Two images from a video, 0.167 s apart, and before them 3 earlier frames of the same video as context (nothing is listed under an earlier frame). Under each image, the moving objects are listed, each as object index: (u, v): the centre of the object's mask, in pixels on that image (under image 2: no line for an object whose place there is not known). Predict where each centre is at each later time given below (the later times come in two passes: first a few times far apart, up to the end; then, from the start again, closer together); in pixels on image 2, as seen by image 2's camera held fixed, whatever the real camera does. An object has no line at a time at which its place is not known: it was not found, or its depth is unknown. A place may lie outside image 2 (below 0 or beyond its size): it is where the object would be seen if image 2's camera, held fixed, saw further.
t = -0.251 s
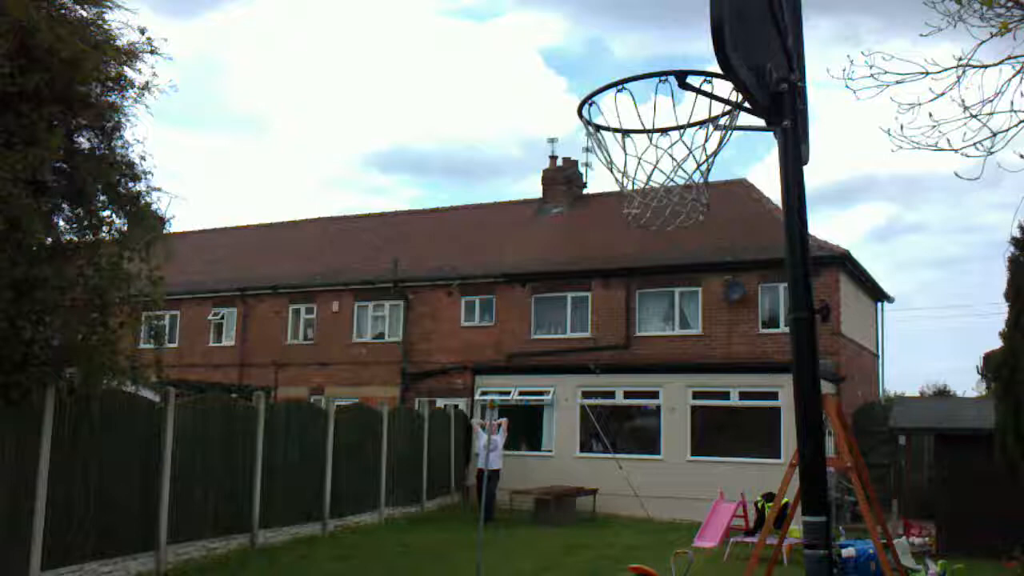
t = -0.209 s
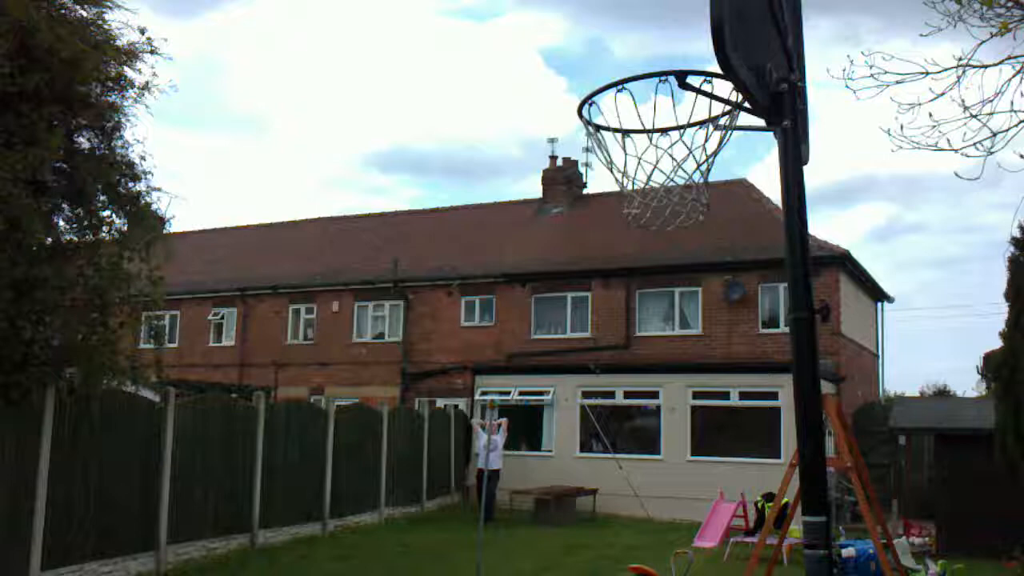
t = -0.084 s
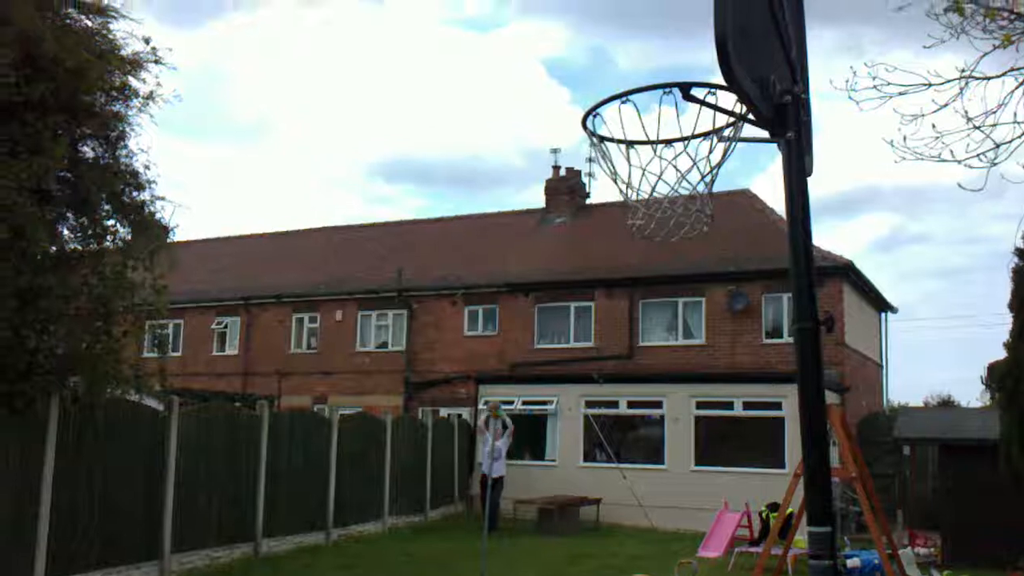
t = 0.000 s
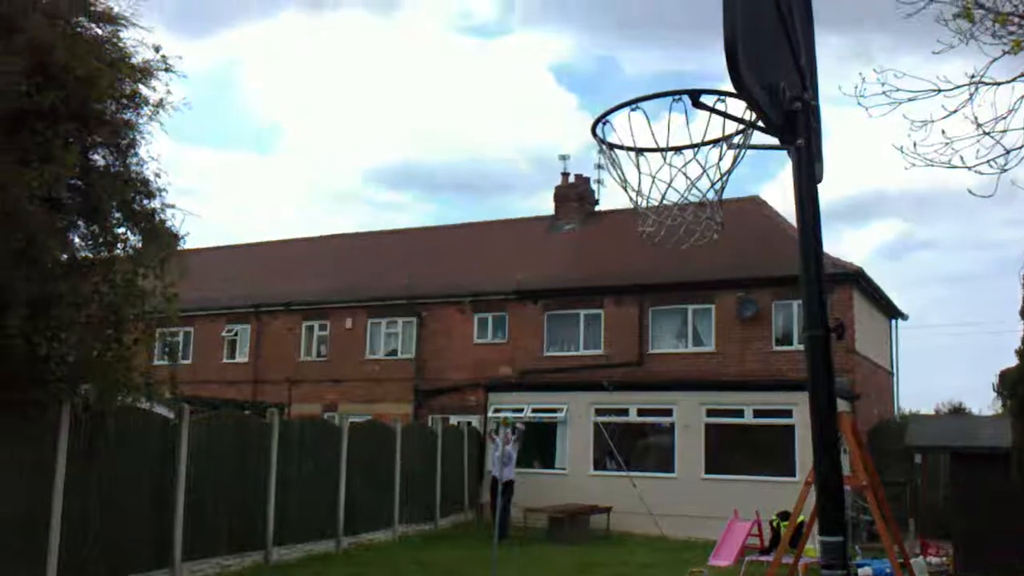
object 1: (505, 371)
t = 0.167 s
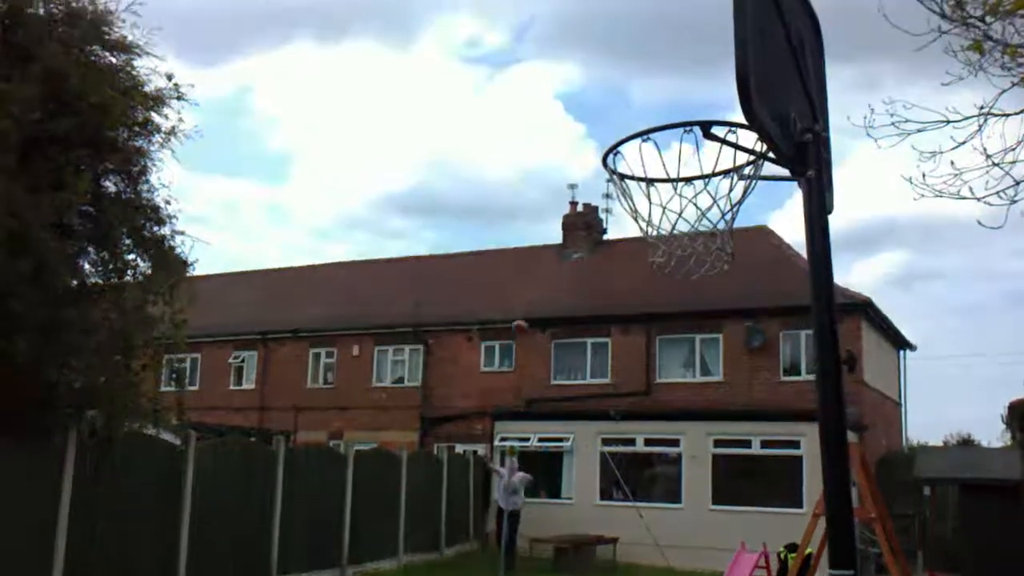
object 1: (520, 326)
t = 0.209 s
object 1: (521, 310)
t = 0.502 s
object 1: (534, 189)
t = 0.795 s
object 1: (555, 86)
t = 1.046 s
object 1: (579, 22)
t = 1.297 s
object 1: (622, 15)
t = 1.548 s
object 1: (692, 187)
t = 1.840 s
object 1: (679, 275)
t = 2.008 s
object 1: (742, 367)
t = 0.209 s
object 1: (521, 310)
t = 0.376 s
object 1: (530, 240)
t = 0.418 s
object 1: (532, 223)
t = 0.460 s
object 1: (533, 206)
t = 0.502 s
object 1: (534, 189)
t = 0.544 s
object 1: (537, 173)
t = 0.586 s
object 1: (538, 156)
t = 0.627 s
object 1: (542, 141)
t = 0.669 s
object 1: (547, 127)
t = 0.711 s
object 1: (551, 112)
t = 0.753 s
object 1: (554, 97)
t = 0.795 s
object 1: (555, 86)
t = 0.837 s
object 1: (557, 75)
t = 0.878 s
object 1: (559, 65)
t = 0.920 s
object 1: (562, 53)
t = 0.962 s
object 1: (567, 40)
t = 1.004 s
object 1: (573, 31)
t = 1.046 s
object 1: (579, 22)
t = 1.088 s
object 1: (583, 15)
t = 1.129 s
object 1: (589, 9)
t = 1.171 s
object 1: (594, 7)
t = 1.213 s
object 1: (603, 5)
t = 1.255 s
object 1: (612, 9)
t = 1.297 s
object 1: (622, 15)
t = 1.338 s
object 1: (631, 26)
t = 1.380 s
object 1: (643, 44)
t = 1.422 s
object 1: (663, 63)
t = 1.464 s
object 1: (685, 93)
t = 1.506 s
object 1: (708, 139)
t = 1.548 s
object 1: (692, 187)
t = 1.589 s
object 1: (628, 232)
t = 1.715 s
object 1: (639, 244)
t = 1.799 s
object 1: (661, 265)
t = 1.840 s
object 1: (679, 275)
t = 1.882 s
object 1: (695, 277)
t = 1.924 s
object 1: (711, 298)
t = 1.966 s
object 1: (728, 327)
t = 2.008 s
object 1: (742, 367)
